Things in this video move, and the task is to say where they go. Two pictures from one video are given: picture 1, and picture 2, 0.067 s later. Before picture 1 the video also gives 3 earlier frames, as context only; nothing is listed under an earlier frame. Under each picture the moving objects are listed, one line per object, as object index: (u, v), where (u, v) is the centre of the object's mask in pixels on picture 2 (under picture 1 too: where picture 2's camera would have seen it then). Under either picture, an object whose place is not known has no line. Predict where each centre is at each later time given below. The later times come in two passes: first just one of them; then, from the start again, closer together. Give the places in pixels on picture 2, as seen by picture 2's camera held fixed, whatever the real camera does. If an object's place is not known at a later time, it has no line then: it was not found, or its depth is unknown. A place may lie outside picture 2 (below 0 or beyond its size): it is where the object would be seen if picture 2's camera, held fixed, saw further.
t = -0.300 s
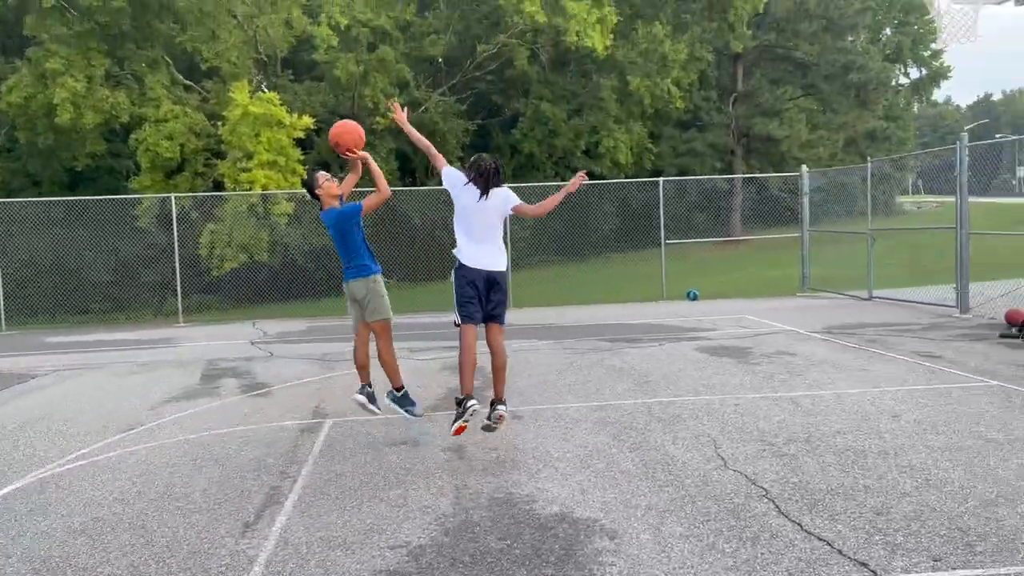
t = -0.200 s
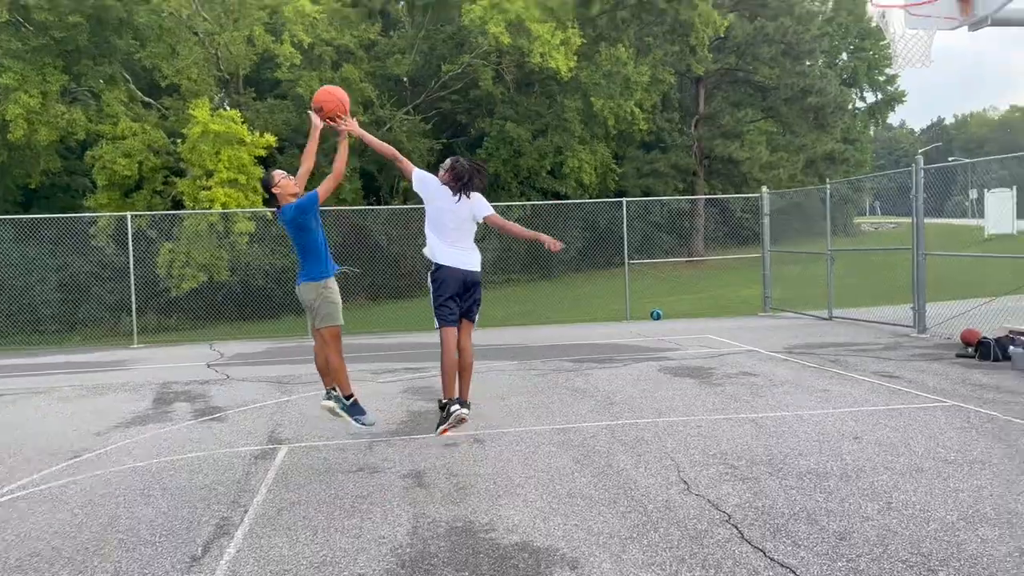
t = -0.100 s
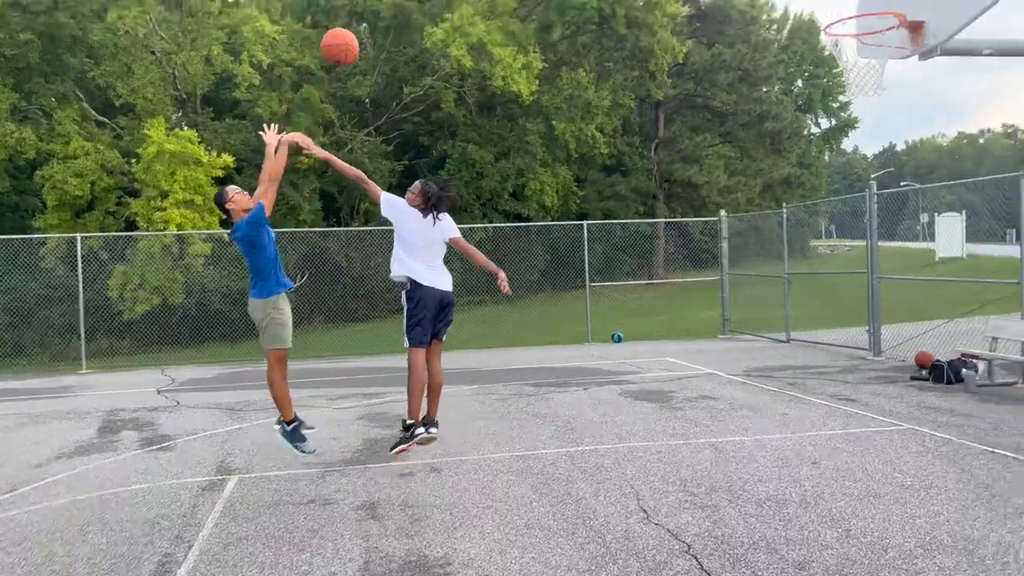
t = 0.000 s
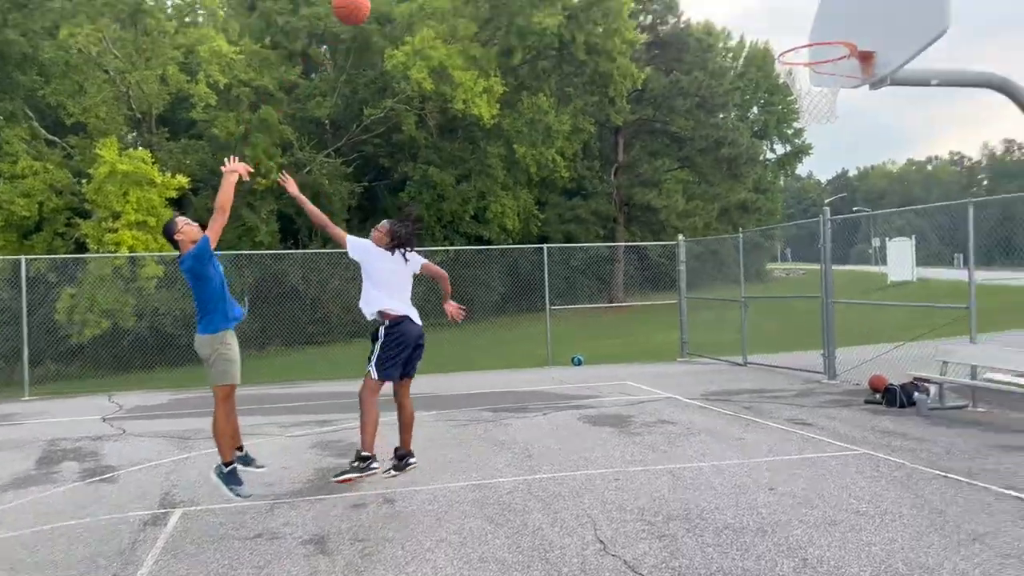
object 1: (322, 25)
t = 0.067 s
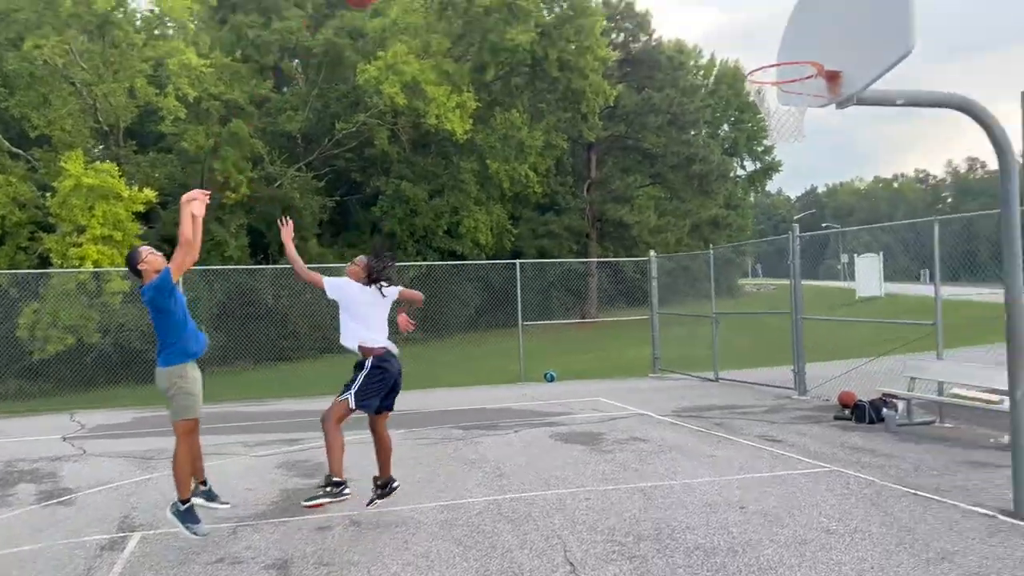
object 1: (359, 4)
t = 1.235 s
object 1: (626, 186)
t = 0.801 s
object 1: (766, 65)
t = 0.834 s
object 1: (775, 78)
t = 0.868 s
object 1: (782, 85)
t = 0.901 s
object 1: (768, 87)
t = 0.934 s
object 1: (749, 94)
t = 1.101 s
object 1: (680, 131)
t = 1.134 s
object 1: (665, 143)
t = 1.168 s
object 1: (652, 156)
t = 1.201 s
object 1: (639, 171)
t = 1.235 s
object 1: (626, 186)
